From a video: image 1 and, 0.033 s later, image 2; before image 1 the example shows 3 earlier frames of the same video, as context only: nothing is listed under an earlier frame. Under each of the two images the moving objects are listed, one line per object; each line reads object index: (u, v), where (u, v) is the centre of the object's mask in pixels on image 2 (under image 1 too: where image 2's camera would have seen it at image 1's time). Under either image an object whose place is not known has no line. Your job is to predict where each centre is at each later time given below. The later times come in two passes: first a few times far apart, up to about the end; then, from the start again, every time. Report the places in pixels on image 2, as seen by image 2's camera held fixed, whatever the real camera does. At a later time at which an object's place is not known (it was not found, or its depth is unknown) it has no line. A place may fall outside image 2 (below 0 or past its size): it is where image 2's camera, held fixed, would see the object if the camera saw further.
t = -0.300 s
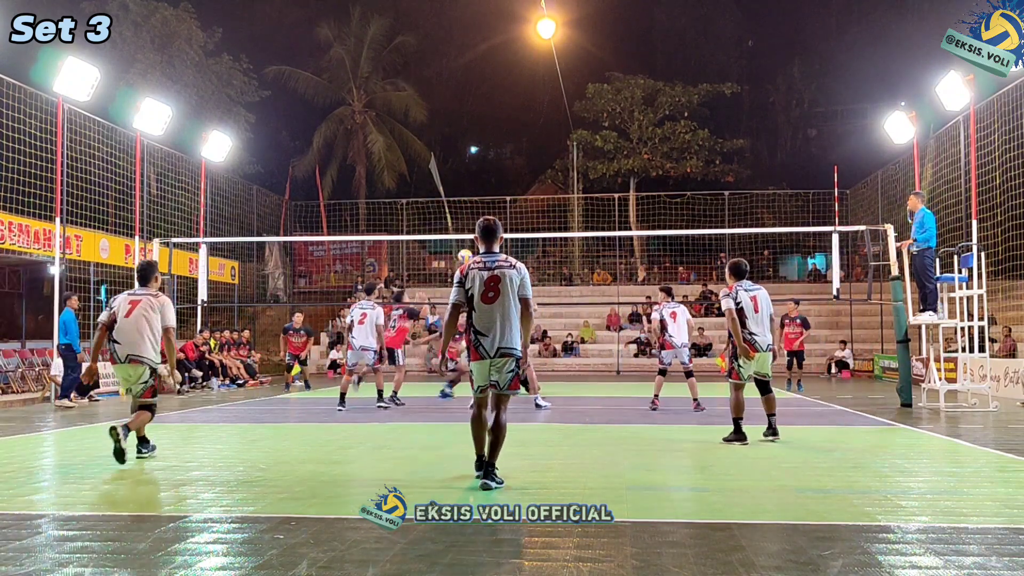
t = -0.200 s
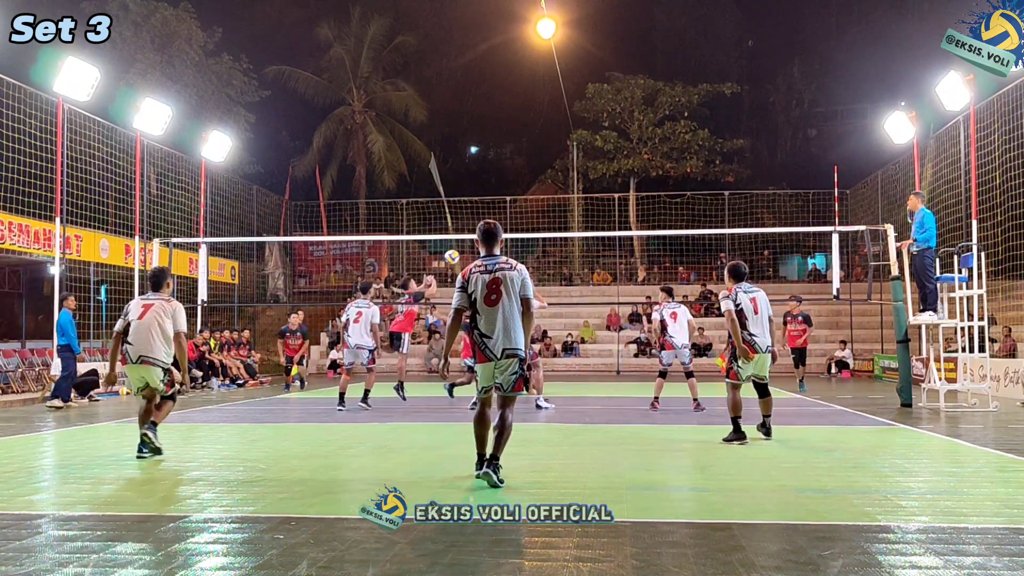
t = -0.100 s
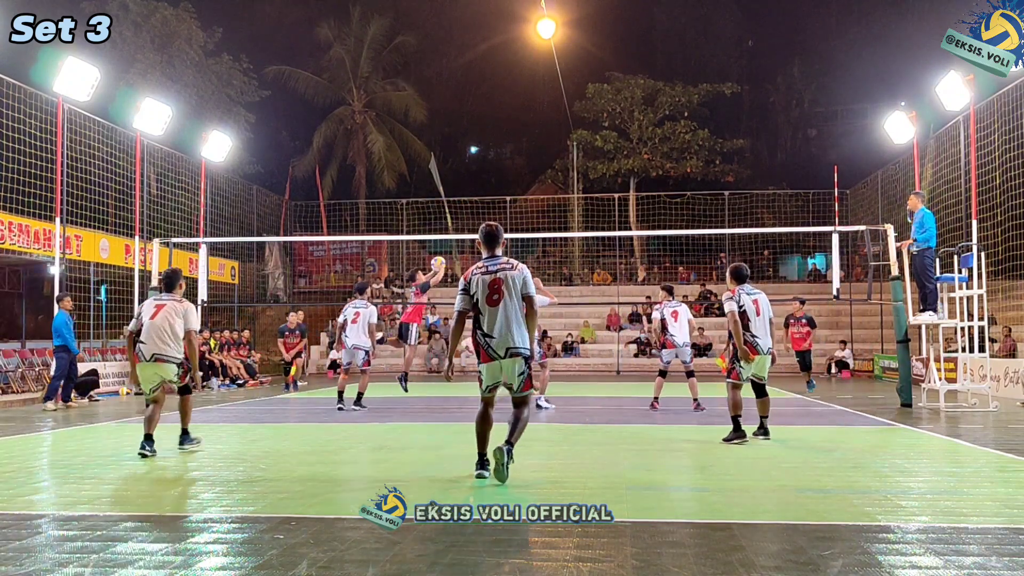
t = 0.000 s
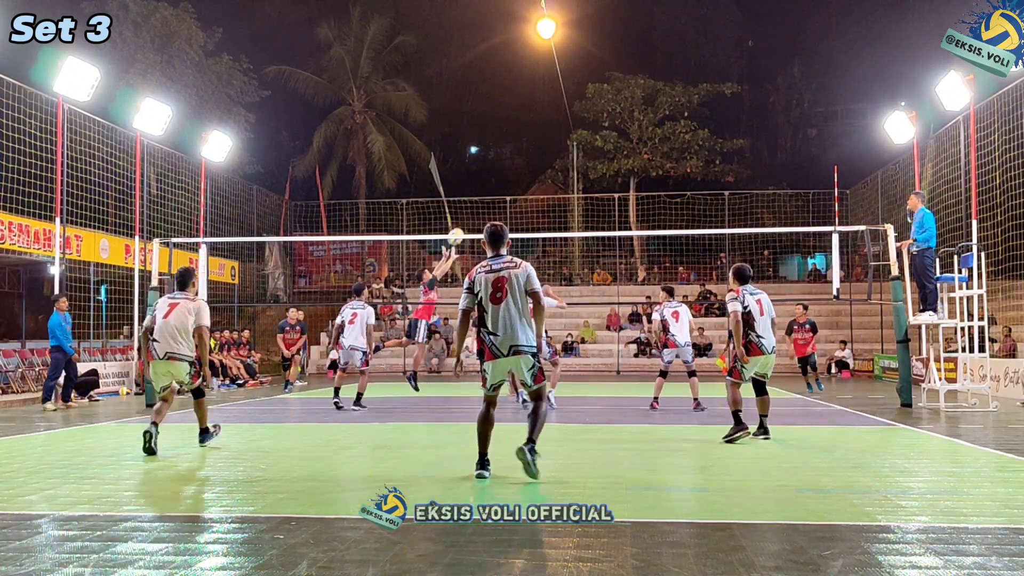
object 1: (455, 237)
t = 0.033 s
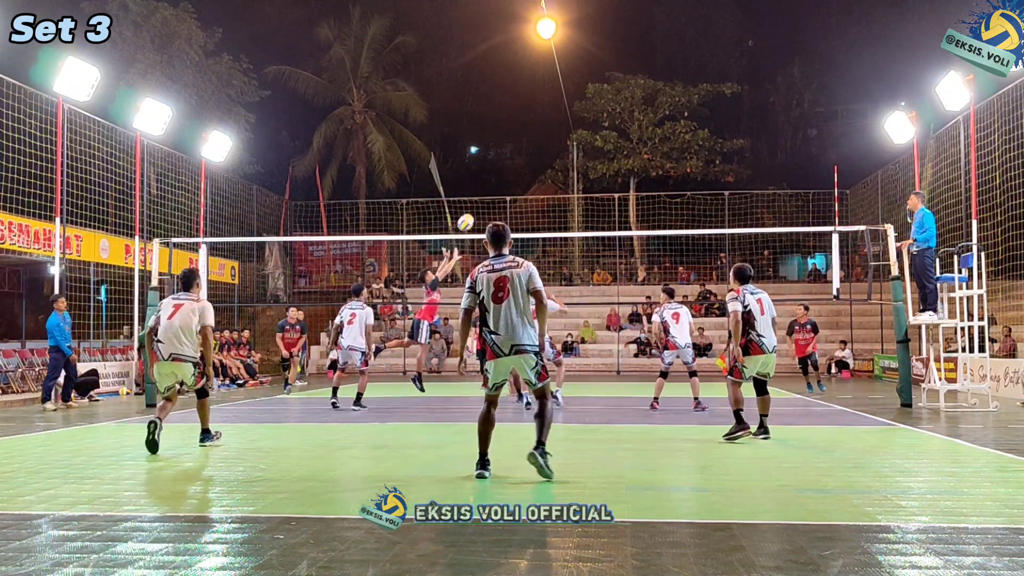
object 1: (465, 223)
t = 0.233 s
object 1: (525, 157)
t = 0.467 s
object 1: (592, 114)
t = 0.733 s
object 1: (666, 110)
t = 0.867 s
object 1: (702, 126)
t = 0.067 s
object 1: (476, 209)
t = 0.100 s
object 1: (486, 197)
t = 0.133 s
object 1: (495, 186)
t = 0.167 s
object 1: (505, 175)
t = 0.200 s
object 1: (515, 165)
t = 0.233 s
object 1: (525, 157)
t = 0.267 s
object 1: (535, 148)
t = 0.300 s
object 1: (544, 141)
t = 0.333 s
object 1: (554, 134)
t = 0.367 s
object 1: (563, 128)
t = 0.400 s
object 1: (573, 123)
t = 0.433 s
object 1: (582, 118)
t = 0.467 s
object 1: (592, 114)
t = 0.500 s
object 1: (601, 111)
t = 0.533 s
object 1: (610, 109)
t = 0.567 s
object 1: (620, 107)
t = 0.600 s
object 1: (629, 106)
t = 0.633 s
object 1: (638, 106)
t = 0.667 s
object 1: (648, 107)
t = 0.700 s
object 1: (657, 108)
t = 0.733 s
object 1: (666, 110)
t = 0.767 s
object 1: (675, 113)
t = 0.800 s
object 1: (684, 117)
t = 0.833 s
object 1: (693, 121)
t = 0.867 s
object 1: (702, 126)
